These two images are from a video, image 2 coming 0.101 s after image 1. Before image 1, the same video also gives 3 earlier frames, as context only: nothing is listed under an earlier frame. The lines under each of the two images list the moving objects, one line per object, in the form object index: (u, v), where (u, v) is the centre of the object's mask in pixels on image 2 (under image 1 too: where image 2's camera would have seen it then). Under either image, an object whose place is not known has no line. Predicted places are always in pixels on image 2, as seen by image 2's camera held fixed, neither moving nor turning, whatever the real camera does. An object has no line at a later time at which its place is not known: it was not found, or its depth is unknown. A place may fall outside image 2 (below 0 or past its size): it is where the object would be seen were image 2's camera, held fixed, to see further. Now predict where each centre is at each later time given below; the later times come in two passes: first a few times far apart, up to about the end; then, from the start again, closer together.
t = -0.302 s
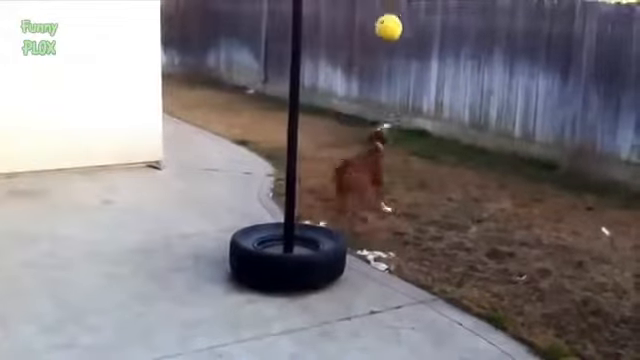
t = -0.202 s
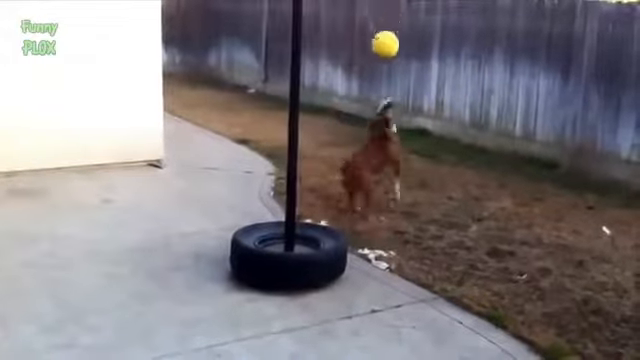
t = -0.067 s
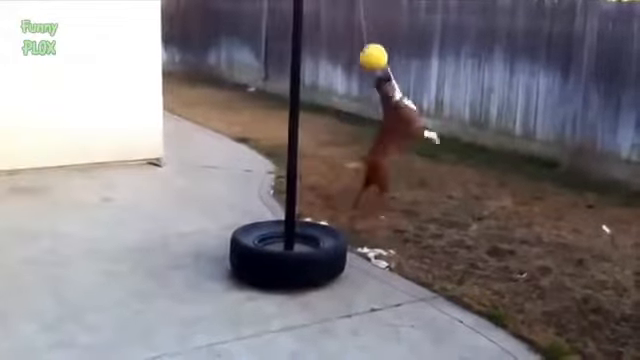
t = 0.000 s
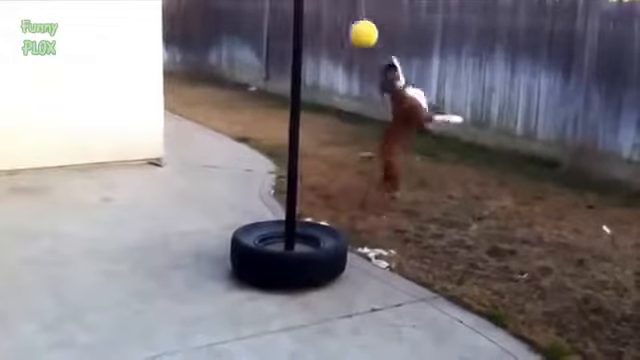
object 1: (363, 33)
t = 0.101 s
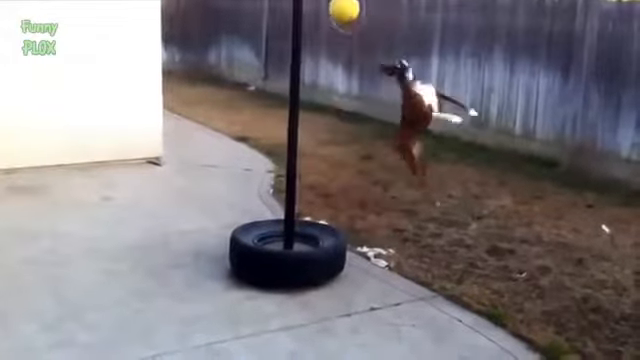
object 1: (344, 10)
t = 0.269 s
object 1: (312, 5)
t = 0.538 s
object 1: (239, 77)
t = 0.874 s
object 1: (223, 106)
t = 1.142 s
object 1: (252, 100)
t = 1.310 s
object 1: (271, 141)
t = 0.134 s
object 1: (337, 6)
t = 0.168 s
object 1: (332, 5)
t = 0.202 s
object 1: (325, 4)
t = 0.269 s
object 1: (312, 5)
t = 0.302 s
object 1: (308, 5)
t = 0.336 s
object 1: (283, 5)
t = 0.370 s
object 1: (278, 11)
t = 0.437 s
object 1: (265, 31)
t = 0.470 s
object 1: (256, 43)
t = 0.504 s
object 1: (247, 59)
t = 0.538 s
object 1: (239, 77)
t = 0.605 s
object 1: (222, 118)
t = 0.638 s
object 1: (215, 142)
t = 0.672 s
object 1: (210, 154)
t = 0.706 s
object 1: (210, 145)
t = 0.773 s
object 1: (214, 125)
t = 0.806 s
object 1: (216, 117)
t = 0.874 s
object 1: (223, 106)
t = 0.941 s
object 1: (230, 97)
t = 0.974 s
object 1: (234, 94)
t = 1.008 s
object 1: (237, 92)
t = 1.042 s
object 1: (241, 91)
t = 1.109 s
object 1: (249, 97)
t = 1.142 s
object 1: (252, 100)
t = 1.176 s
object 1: (256, 104)
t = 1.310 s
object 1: (271, 141)
